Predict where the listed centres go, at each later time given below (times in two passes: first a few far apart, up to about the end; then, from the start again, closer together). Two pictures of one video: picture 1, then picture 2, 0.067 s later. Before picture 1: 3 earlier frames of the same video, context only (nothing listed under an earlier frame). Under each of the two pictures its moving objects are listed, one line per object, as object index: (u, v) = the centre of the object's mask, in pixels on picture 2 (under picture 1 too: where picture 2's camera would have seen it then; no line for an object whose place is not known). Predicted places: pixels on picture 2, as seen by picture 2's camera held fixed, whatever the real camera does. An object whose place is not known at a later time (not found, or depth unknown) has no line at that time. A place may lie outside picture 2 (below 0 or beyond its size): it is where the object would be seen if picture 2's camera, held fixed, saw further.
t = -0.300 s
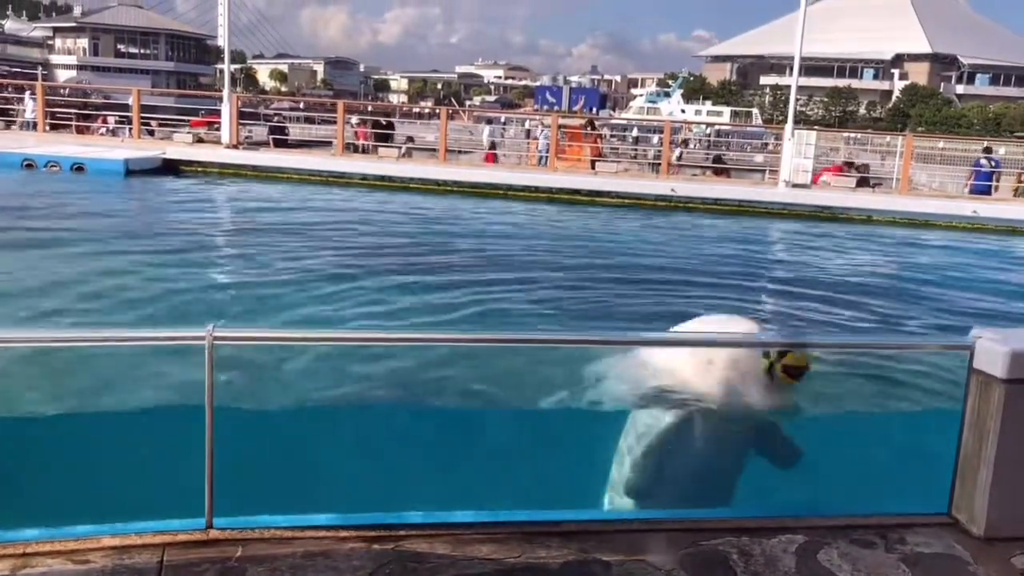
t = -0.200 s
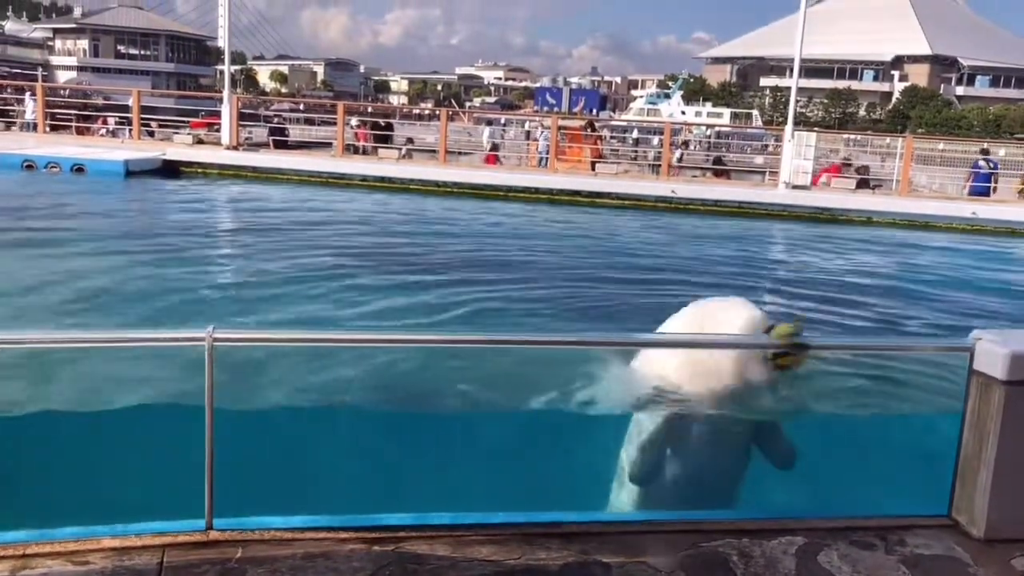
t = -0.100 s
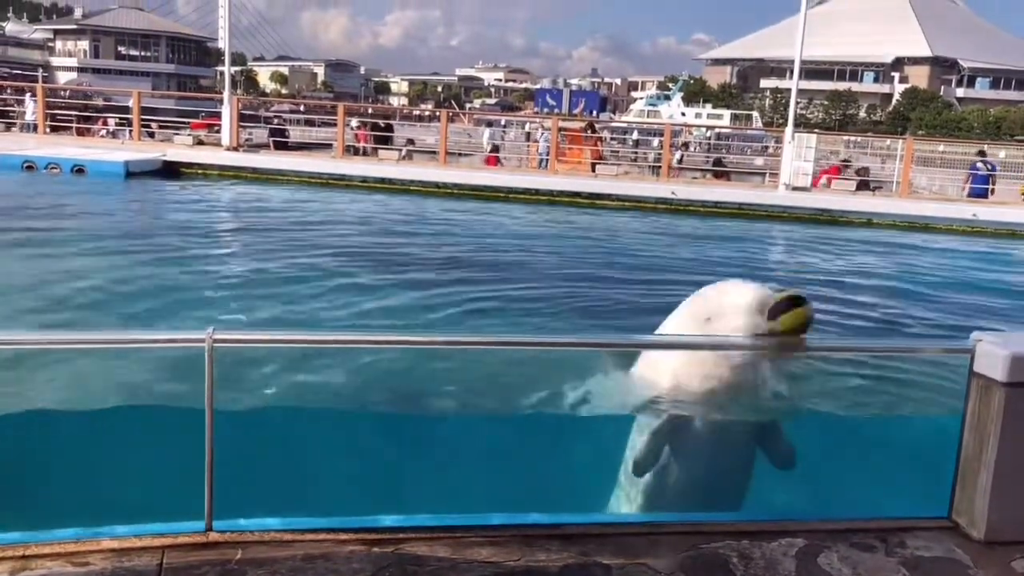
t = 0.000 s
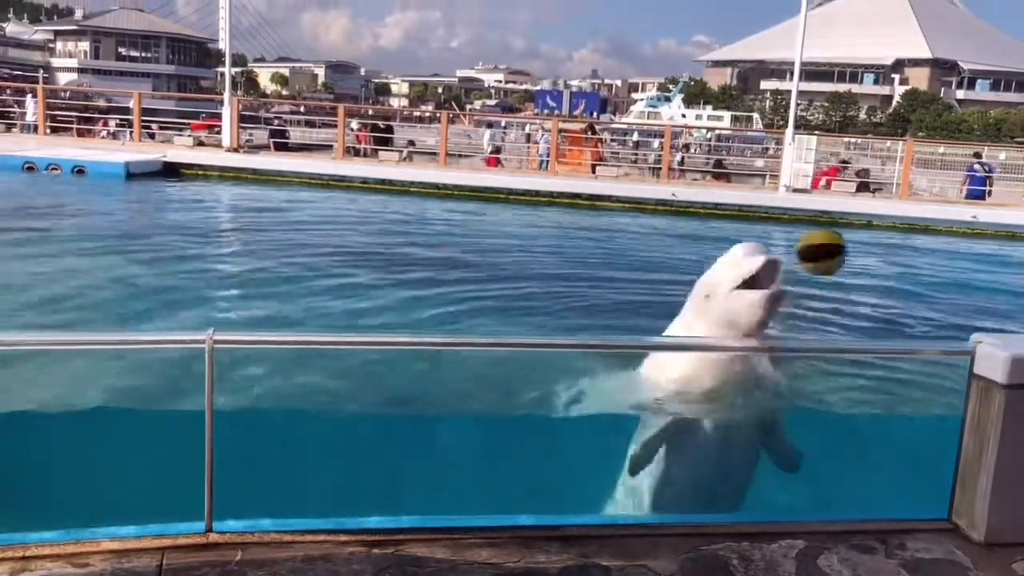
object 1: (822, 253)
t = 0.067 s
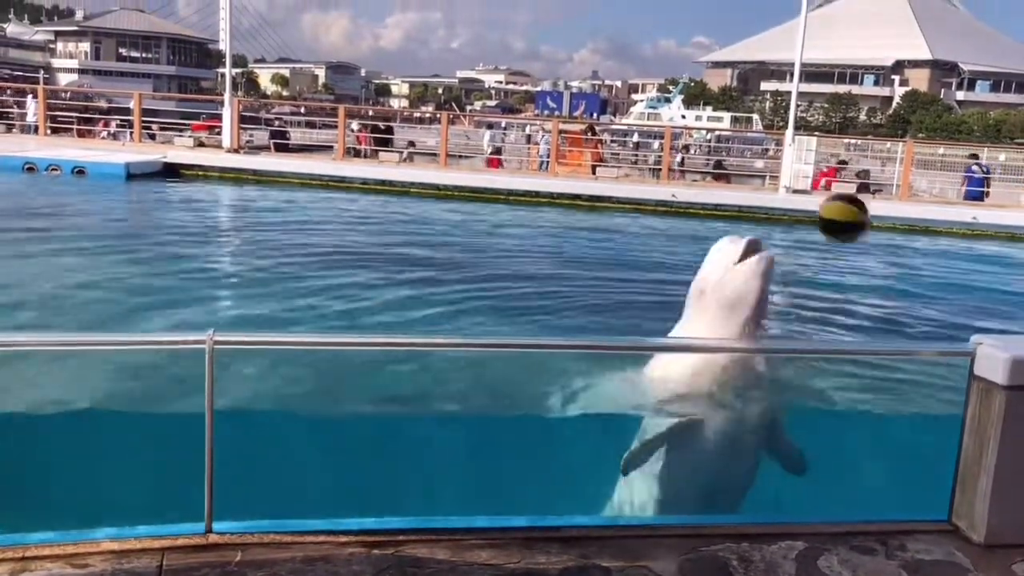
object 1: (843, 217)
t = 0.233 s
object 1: (895, 171)
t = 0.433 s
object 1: (952, 200)
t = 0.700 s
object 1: (1006, 413)
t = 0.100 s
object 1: (853, 203)
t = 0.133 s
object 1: (863, 192)
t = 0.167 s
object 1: (874, 183)
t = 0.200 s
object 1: (884, 176)
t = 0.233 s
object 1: (895, 171)
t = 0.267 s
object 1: (905, 169)
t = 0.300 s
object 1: (914, 169)
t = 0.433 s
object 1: (952, 200)
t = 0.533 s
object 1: (979, 256)
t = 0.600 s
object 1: (993, 310)
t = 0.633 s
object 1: (999, 340)
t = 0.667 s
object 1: (1004, 375)
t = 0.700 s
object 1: (1006, 413)
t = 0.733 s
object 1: (1010, 455)
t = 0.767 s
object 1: (1013, 500)
